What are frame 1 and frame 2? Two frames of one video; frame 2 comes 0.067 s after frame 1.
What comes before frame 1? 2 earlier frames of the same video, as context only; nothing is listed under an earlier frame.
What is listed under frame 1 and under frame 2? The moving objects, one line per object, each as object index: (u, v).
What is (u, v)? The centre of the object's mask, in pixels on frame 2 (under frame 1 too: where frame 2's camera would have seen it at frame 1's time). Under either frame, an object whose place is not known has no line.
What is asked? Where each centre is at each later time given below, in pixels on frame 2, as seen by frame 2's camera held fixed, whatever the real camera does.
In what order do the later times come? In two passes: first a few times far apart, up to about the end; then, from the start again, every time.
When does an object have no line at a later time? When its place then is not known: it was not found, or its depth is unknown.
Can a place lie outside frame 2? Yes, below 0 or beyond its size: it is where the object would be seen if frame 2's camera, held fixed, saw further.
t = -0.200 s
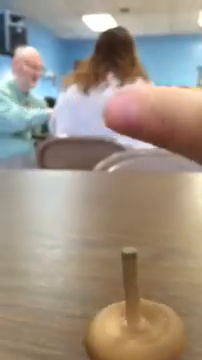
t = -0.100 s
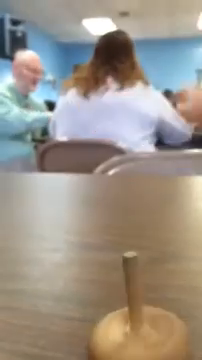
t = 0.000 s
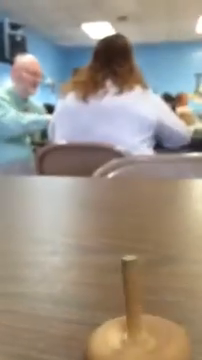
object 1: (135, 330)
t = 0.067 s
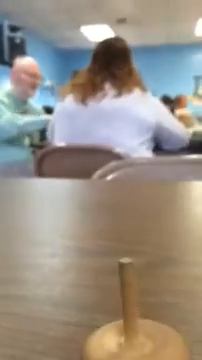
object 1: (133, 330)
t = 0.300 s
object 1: (120, 329)
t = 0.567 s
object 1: (116, 328)
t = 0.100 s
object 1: (131, 331)
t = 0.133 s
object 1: (129, 331)
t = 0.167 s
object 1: (127, 330)
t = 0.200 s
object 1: (126, 330)
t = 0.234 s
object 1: (124, 330)
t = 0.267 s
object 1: (122, 330)
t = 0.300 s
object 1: (120, 329)
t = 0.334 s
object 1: (120, 327)
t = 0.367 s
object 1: (119, 327)
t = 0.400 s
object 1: (118, 327)
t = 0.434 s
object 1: (117, 328)
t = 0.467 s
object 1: (117, 328)
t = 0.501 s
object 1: (116, 328)
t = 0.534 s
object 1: (117, 328)
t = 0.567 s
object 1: (116, 328)
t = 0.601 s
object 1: (120, 328)
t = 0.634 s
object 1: (121, 327)
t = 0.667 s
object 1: (123, 329)
